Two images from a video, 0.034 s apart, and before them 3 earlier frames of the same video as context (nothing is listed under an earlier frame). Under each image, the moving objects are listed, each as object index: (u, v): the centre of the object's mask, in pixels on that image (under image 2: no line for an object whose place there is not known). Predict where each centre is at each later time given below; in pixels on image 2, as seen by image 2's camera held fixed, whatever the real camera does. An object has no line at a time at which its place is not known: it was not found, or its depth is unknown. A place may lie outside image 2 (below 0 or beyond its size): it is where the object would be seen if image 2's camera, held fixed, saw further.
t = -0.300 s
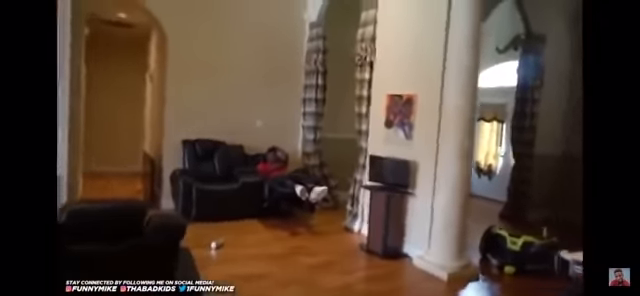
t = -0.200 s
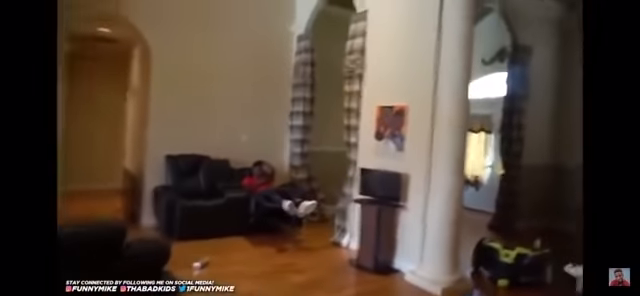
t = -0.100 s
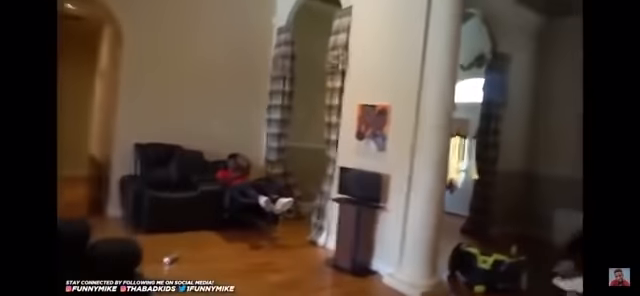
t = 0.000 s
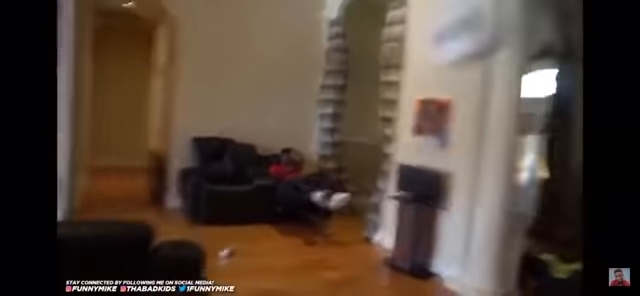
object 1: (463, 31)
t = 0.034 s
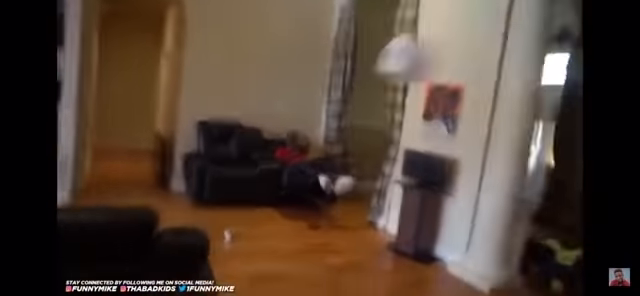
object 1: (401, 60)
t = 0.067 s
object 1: (369, 86)
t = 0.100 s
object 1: (346, 103)
